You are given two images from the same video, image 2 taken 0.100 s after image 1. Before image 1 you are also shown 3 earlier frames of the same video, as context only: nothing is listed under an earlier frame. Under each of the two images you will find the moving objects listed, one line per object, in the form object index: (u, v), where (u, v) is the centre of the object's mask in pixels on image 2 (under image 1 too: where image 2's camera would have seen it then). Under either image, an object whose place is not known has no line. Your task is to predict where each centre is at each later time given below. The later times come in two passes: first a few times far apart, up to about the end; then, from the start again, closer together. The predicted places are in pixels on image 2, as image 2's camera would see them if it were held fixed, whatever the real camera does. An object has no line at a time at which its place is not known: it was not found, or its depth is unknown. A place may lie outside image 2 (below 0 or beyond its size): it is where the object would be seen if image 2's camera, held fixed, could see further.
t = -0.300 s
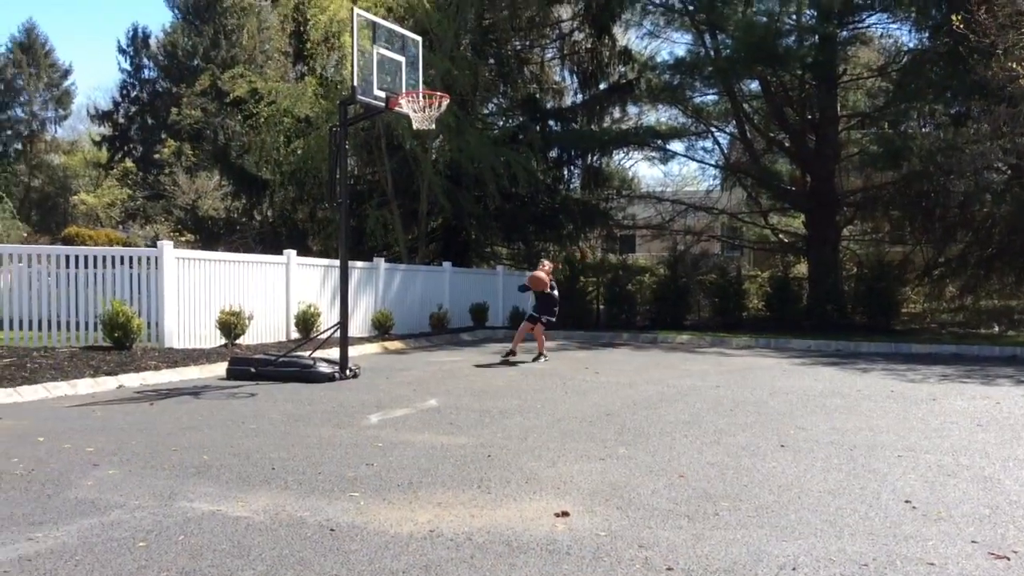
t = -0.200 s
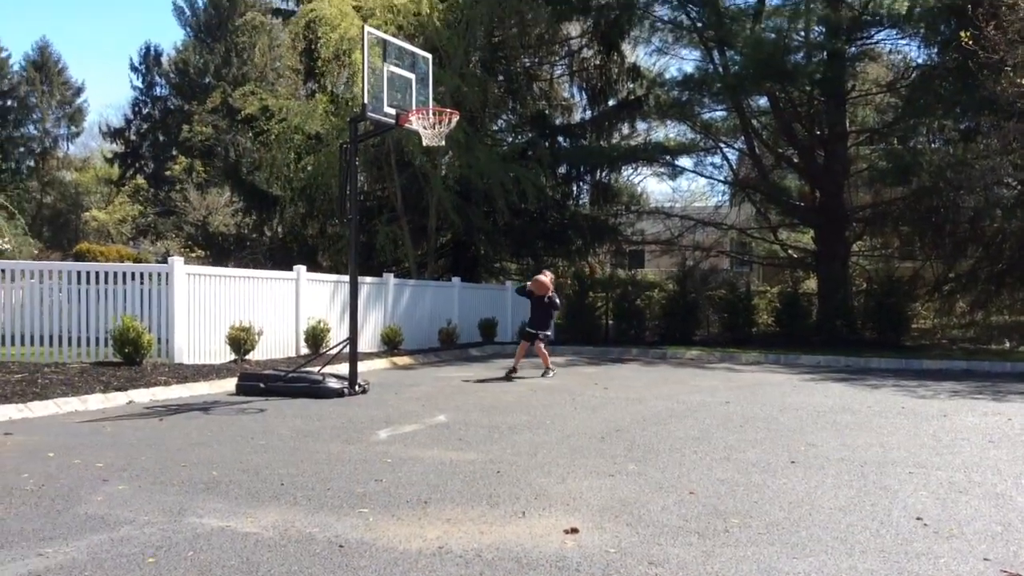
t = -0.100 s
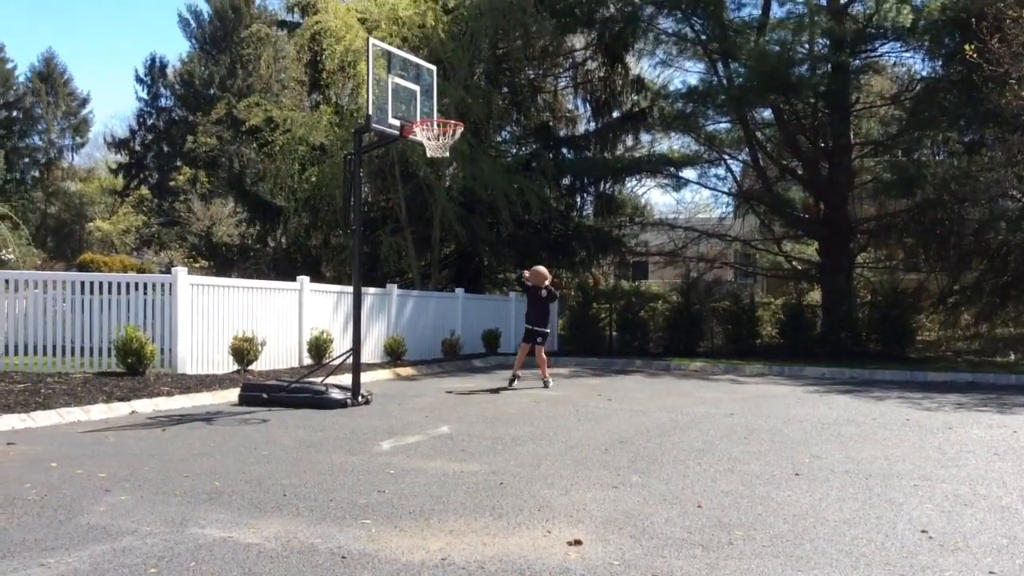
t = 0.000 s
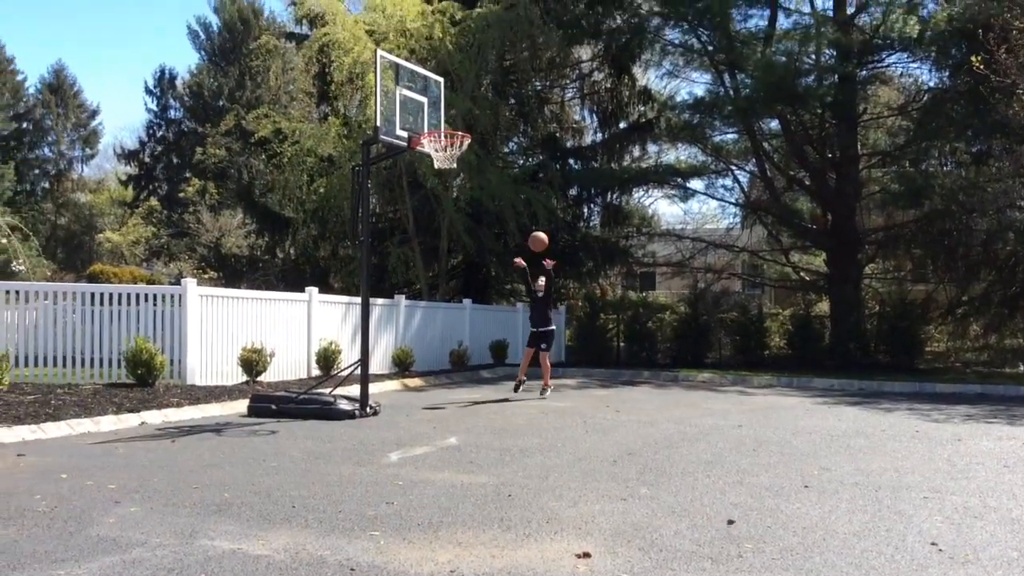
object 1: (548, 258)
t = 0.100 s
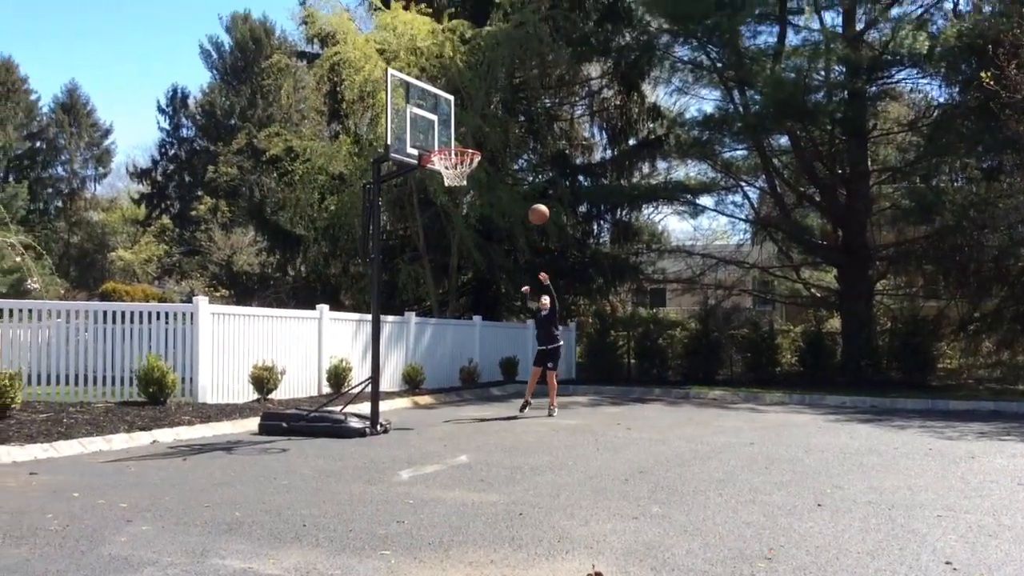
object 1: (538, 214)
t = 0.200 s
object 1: (530, 178)
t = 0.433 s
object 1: (508, 122)
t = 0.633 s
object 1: (488, 109)
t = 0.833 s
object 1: (465, 134)
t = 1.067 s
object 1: (452, 185)
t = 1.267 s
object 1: (465, 223)
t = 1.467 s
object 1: (478, 300)
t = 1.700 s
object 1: (494, 417)
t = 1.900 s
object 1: (512, 324)
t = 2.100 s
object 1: (530, 272)
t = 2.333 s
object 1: (552, 258)
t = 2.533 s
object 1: (569, 285)
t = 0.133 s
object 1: (535, 201)
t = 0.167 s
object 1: (532, 188)
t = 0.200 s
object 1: (530, 178)
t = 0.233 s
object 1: (526, 167)
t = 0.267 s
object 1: (523, 157)
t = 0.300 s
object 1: (520, 148)
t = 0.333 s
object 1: (517, 140)
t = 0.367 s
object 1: (514, 133)
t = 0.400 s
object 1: (511, 127)
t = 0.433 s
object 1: (508, 122)
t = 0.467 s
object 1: (505, 118)
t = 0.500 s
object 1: (502, 115)
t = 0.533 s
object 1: (498, 112)
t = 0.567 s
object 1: (495, 110)
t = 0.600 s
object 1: (492, 109)
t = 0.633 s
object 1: (488, 109)
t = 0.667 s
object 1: (484, 111)
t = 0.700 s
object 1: (480, 113)
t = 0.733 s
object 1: (476, 117)
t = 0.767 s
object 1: (473, 121)
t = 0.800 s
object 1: (469, 127)
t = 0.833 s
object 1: (465, 134)
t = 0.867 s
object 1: (461, 141)
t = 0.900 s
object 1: (459, 145)
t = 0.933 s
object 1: (454, 161)
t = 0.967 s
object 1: (450, 171)
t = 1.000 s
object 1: (448, 183)
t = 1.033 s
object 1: (450, 183)
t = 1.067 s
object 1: (452, 185)
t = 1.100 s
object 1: (454, 187)
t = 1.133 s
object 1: (457, 192)
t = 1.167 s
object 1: (458, 198)
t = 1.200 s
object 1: (461, 205)
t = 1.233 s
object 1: (463, 213)
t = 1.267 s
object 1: (465, 223)
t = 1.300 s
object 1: (467, 233)
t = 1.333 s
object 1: (469, 244)
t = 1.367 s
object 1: (472, 257)
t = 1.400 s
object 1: (474, 270)
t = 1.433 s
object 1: (476, 285)
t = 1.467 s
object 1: (478, 300)
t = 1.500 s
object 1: (481, 316)
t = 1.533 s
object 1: (484, 334)
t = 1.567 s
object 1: (486, 352)
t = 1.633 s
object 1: (490, 393)
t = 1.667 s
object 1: (491, 415)
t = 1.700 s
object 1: (494, 417)
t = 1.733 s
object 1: (497, 398)
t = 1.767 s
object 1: (500, 381)
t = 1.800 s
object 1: (503, 365)
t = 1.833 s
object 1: (506, 351)
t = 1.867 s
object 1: (509, 337)
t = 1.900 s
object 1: (512, 324)
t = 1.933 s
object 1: (515, 313)
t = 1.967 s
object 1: (518, 303)
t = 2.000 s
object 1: (520, 294)
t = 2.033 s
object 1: (524, 286)
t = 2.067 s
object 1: (527, 278)
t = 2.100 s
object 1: (530, 272)
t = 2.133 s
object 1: (533, 267)
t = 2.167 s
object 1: (537, 263)
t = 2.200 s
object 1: (540, 260)
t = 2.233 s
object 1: (543, 258)
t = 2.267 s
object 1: (546, 258)
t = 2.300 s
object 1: (549, 257)
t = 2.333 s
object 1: (552, 258)
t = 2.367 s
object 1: (554, 260)
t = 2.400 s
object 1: (557, 264)
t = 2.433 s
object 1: (560, 268)
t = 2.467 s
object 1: (563, 273)
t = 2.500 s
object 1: (566, 278)
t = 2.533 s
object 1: (569, 285)
